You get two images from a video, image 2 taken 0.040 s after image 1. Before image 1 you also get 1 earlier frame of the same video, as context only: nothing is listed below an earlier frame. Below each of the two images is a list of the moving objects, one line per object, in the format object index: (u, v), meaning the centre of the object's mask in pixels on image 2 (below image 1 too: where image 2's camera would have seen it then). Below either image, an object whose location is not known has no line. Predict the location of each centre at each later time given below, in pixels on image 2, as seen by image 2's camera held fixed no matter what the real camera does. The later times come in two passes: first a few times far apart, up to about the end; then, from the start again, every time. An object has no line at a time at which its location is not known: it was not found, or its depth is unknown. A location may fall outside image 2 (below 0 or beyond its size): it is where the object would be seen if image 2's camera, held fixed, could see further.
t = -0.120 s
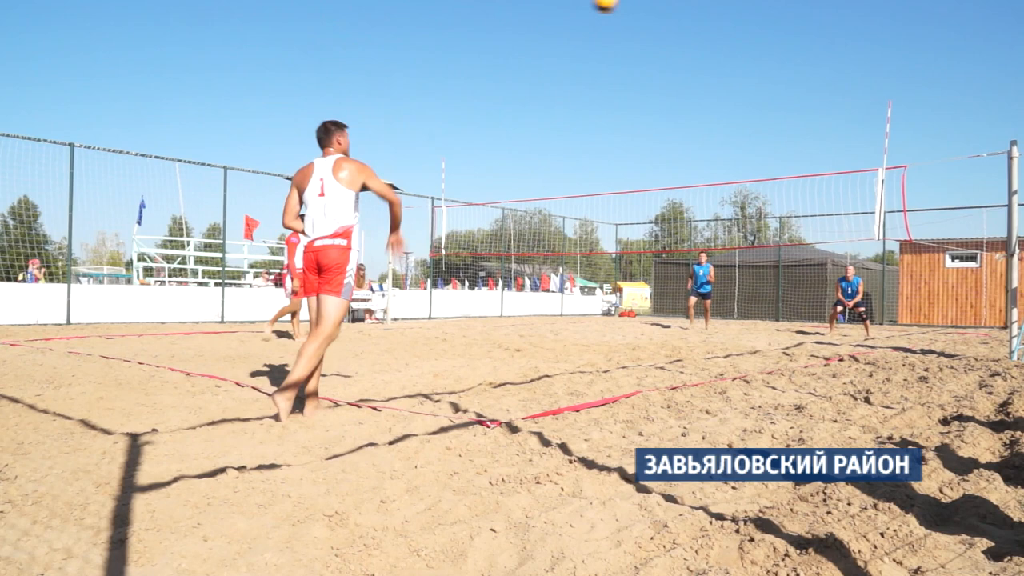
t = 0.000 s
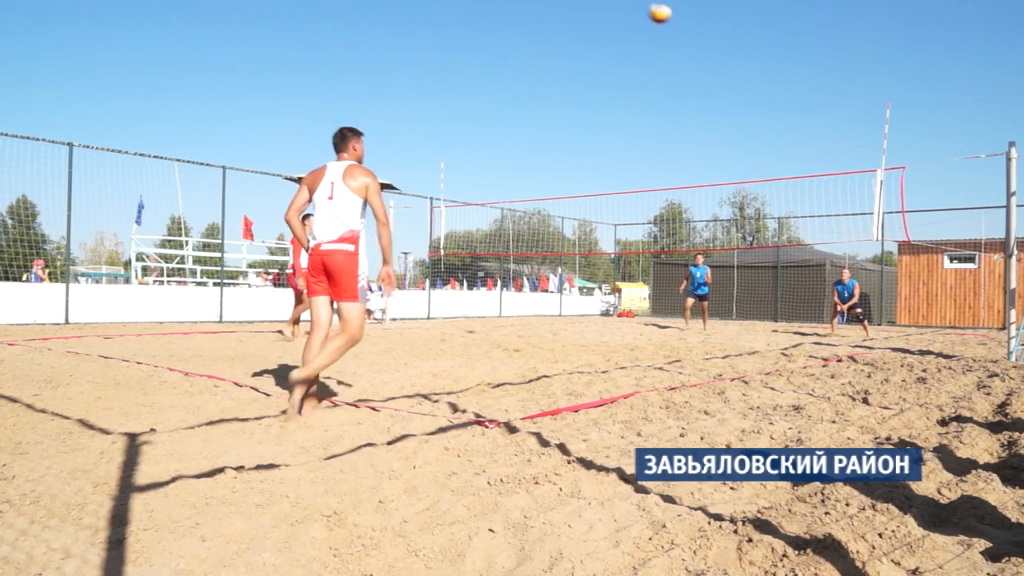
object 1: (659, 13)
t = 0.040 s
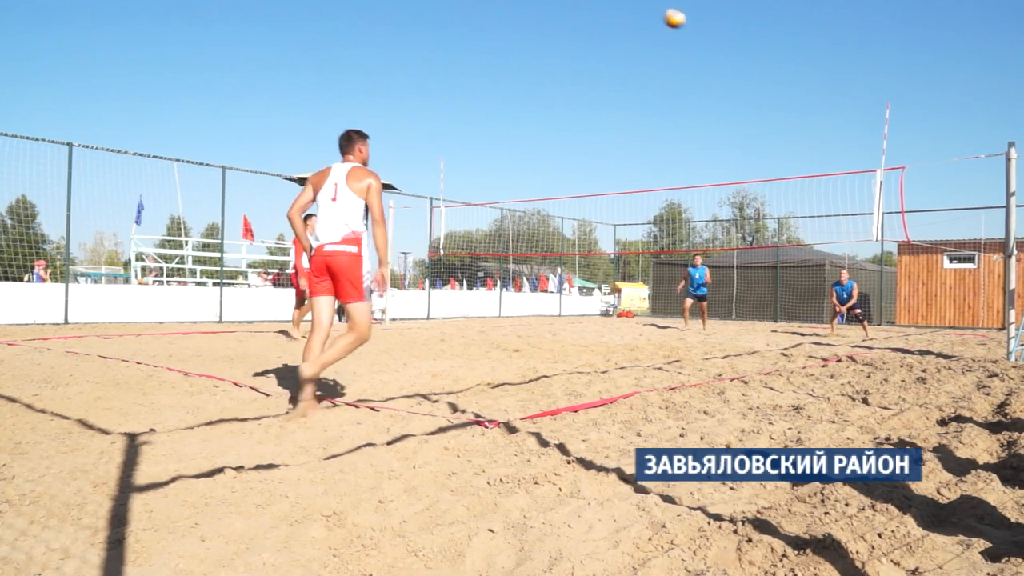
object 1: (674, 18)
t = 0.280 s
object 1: (745, 59)
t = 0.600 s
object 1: (811, 145)
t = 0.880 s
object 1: (851, 241)
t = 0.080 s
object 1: (688, 24)
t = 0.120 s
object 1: (701, 30)
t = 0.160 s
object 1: (713, 37)
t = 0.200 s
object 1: (724, 43)
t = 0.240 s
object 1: (735, 51)
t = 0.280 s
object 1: (745, 59)
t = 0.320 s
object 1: (755, 68)
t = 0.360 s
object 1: (765, 77)
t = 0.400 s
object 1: (773, 87)
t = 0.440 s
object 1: (782, 98)
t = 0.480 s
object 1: (789, 109)
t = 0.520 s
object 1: (797, 121)
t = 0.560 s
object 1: (804, 133)
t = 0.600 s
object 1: (811, 145)
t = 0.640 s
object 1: (818, 158)
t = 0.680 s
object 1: (824, 170)
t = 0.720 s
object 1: (830, 185)
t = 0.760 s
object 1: (836, 198)
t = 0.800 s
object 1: (841, 212)
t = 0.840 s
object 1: (846, 226)
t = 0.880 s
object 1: (851, 241)
